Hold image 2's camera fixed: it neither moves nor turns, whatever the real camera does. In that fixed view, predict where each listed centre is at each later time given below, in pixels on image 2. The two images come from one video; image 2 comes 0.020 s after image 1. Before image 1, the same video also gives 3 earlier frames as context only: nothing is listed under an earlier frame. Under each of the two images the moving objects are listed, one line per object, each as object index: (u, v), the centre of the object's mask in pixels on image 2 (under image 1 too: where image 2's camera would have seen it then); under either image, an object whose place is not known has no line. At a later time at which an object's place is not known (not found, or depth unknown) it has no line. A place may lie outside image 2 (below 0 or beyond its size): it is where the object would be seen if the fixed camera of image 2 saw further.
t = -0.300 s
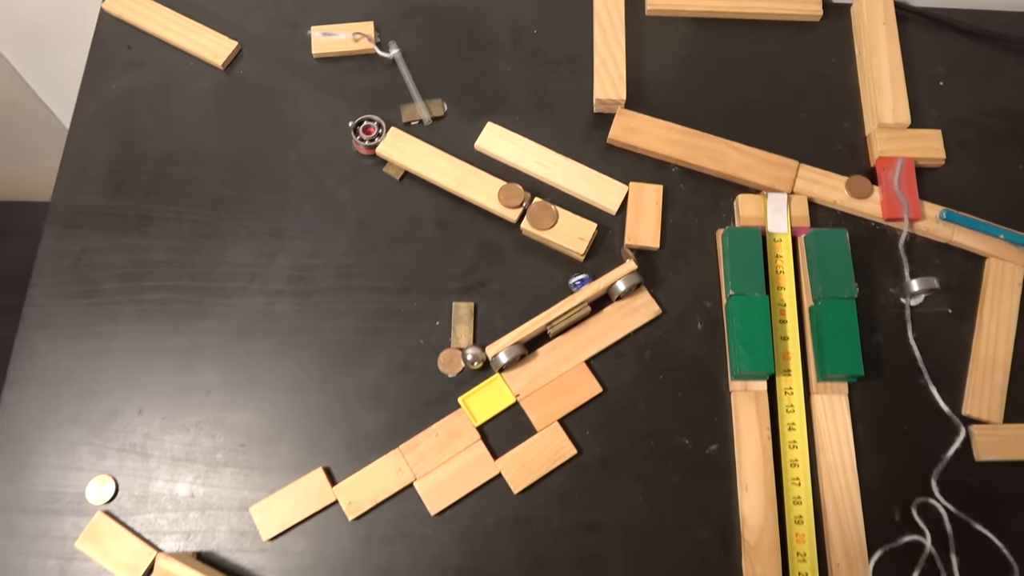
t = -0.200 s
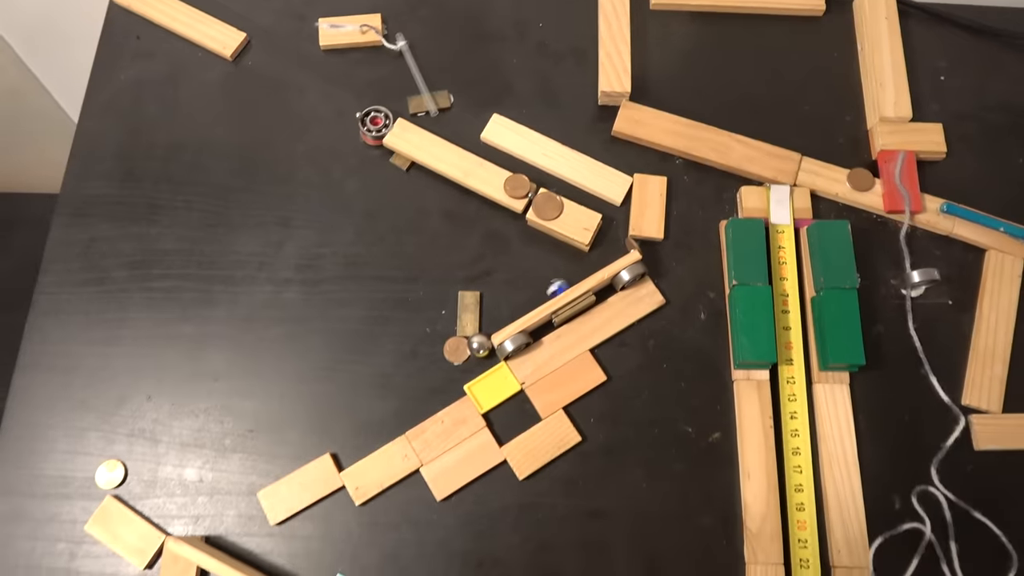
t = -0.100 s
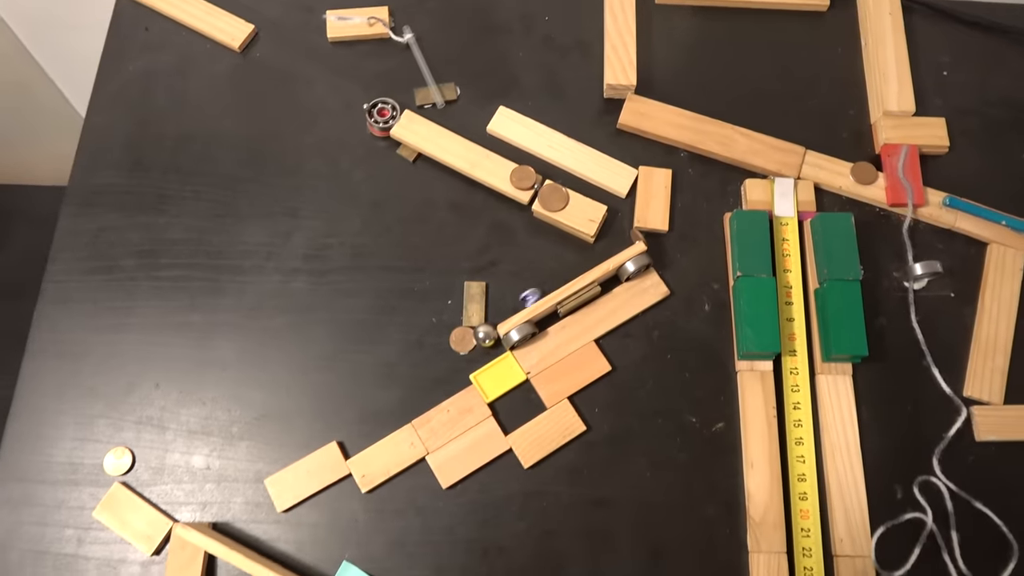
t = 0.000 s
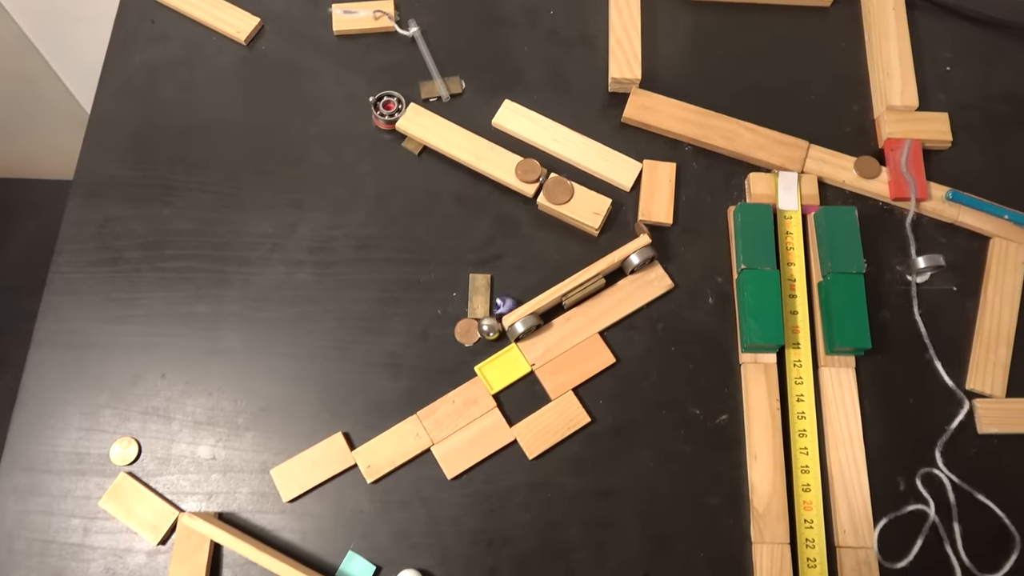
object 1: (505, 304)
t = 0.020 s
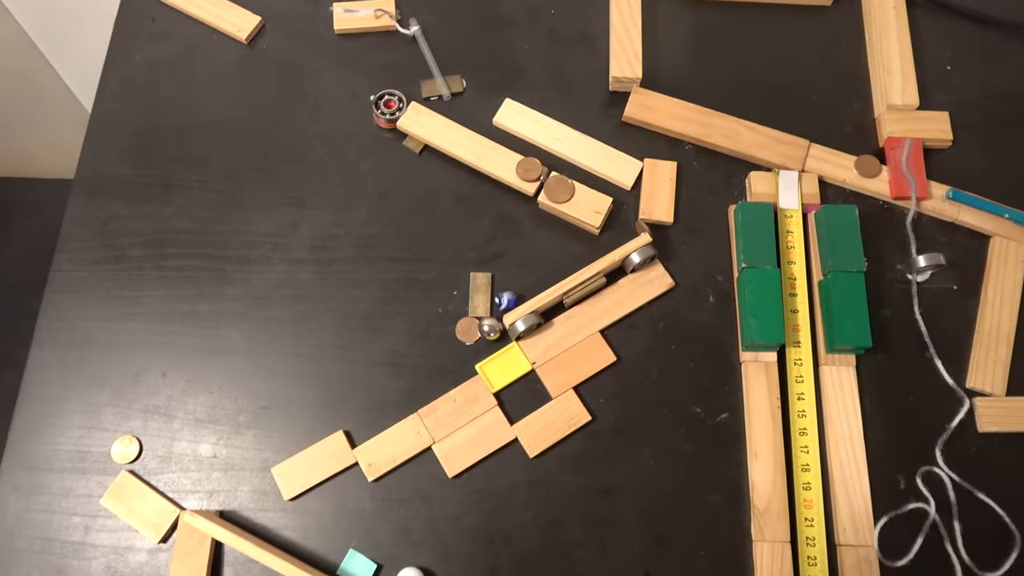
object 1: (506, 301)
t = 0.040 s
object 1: (505, 298)
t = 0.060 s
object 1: (503, 296)
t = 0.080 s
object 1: (503, 296)
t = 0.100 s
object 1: (502, 295)
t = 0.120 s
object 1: (501, 295)
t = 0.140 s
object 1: (500, 295)
